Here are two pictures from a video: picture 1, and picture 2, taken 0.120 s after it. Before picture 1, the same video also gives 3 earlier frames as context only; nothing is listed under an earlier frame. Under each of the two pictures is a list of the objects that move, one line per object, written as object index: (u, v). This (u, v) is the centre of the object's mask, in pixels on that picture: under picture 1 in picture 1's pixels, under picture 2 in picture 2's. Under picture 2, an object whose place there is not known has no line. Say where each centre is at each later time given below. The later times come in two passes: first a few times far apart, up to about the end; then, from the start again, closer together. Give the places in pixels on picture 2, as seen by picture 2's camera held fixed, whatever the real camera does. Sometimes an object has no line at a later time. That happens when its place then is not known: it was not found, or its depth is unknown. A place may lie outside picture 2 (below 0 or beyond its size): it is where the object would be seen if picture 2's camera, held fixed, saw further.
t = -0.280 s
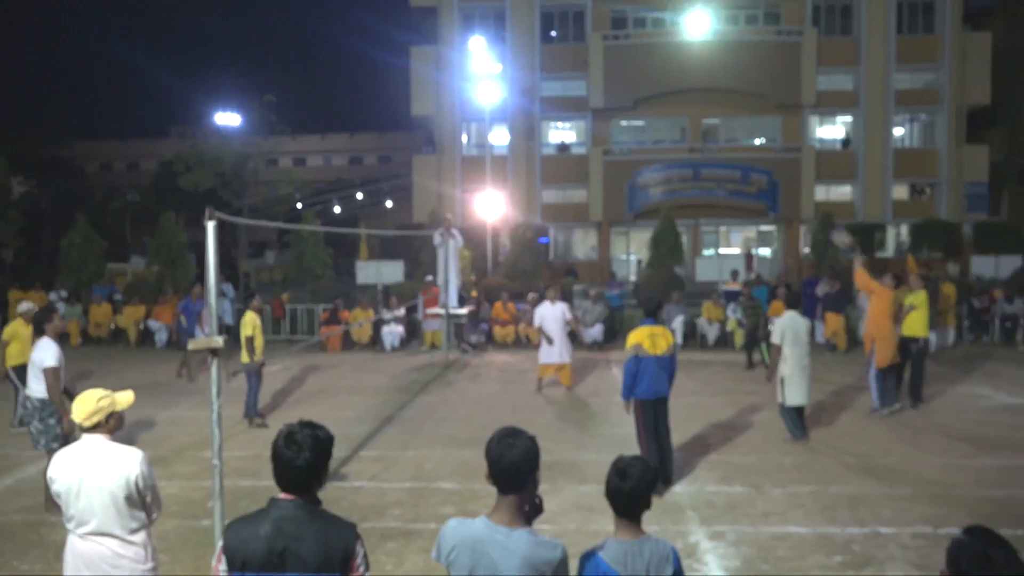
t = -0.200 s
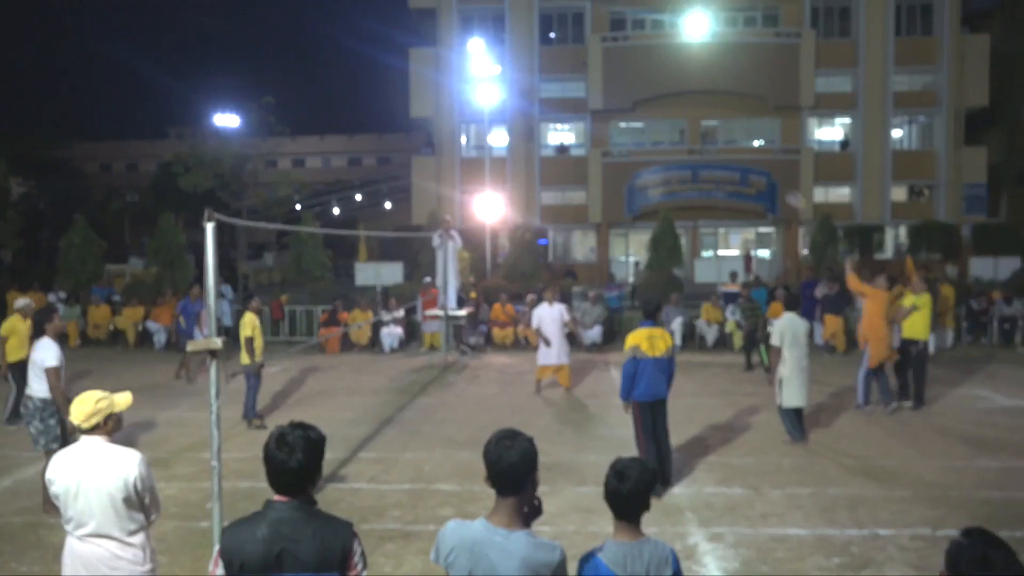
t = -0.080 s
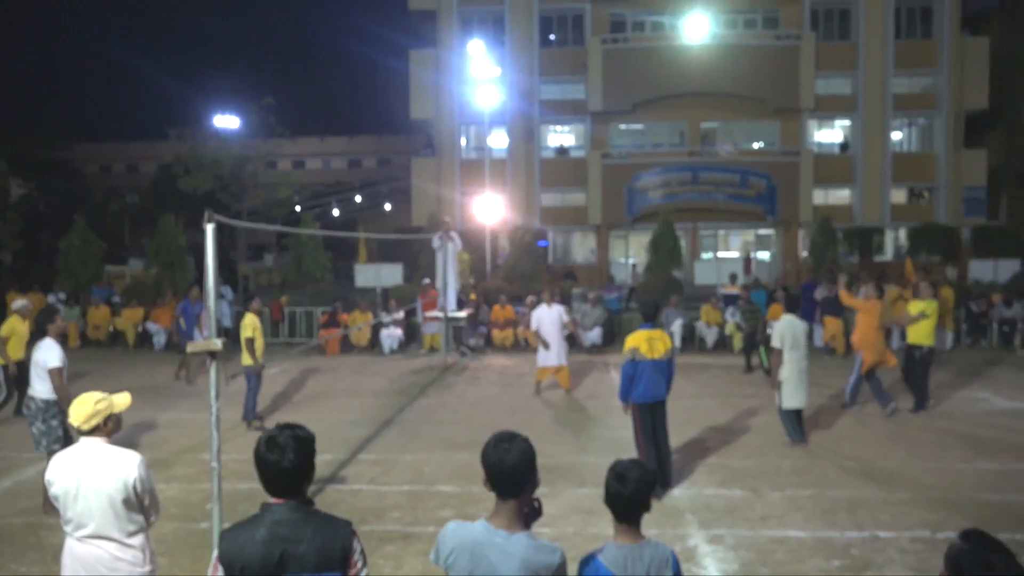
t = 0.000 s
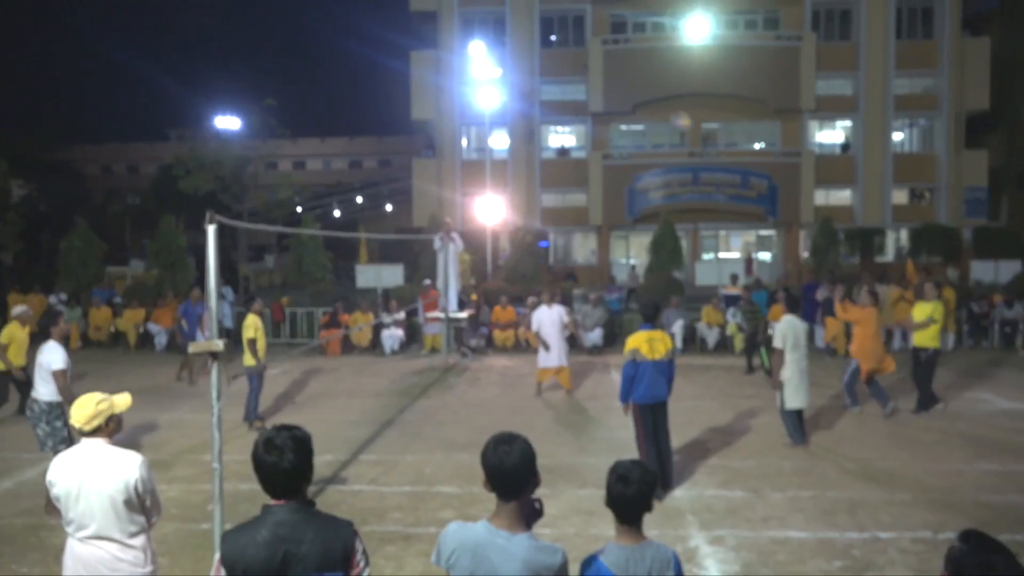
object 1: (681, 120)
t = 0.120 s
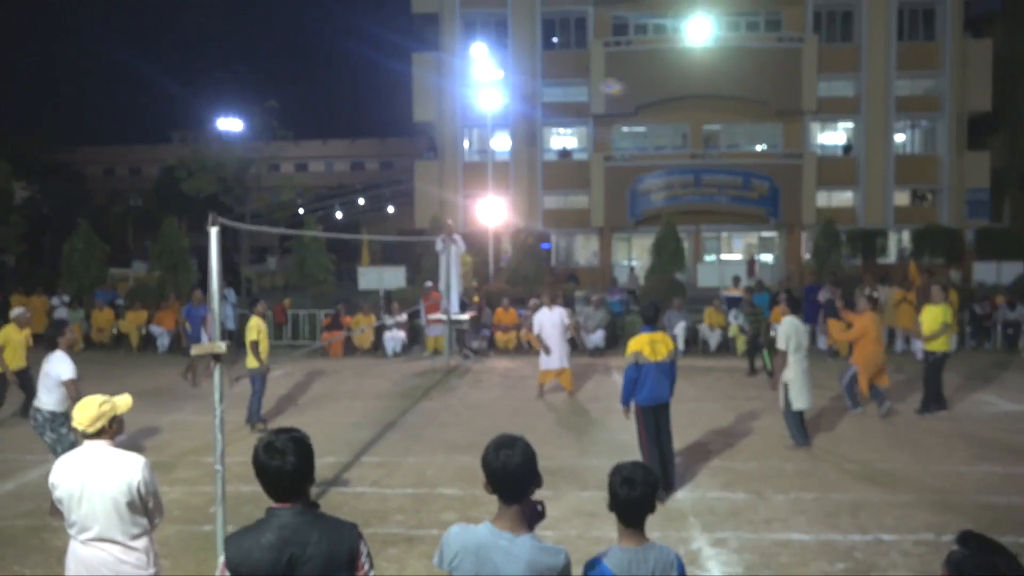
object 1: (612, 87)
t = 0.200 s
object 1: (562, 71)
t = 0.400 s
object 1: (431, 48)
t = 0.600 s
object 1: (298, 64)
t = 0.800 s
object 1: (154, 121)
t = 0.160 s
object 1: (586, 77)
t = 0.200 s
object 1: (562, 71)
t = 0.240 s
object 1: (539, 64)
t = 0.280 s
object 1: (513, 55)
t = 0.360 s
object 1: (459, 48)
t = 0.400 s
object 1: (431, 48)
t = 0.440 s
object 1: (408, 49)
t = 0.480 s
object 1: (382, 51)
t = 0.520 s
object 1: (355, 54)
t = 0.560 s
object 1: (327, 58)
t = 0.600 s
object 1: (298, 64)
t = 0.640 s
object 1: (271, 72)
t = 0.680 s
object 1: (242, 81)
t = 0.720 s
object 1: (213, 93)
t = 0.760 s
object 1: (184, 106)
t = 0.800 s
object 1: (154, 121)
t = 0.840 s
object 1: (124, 137)
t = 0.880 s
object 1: (94, 156)
